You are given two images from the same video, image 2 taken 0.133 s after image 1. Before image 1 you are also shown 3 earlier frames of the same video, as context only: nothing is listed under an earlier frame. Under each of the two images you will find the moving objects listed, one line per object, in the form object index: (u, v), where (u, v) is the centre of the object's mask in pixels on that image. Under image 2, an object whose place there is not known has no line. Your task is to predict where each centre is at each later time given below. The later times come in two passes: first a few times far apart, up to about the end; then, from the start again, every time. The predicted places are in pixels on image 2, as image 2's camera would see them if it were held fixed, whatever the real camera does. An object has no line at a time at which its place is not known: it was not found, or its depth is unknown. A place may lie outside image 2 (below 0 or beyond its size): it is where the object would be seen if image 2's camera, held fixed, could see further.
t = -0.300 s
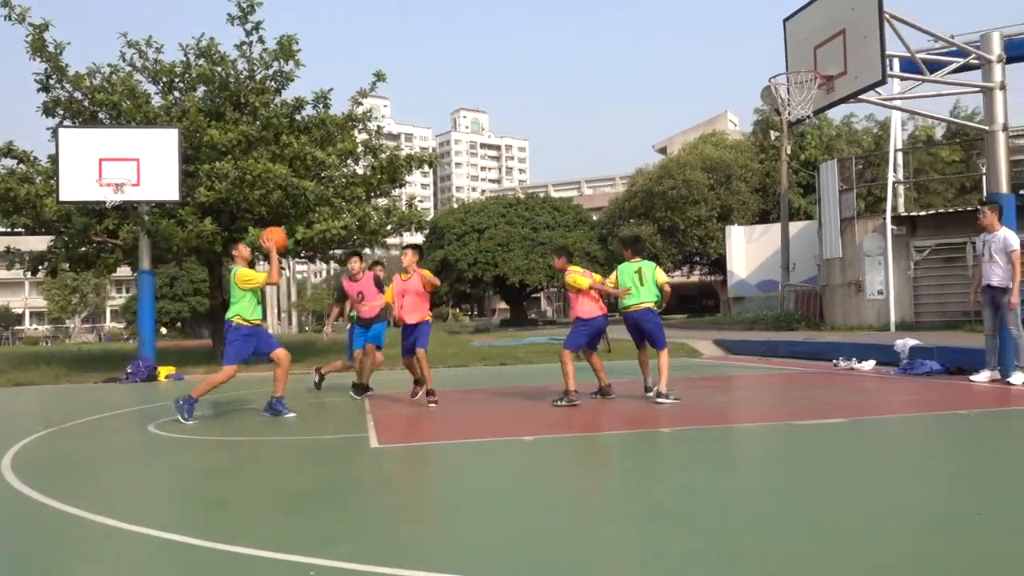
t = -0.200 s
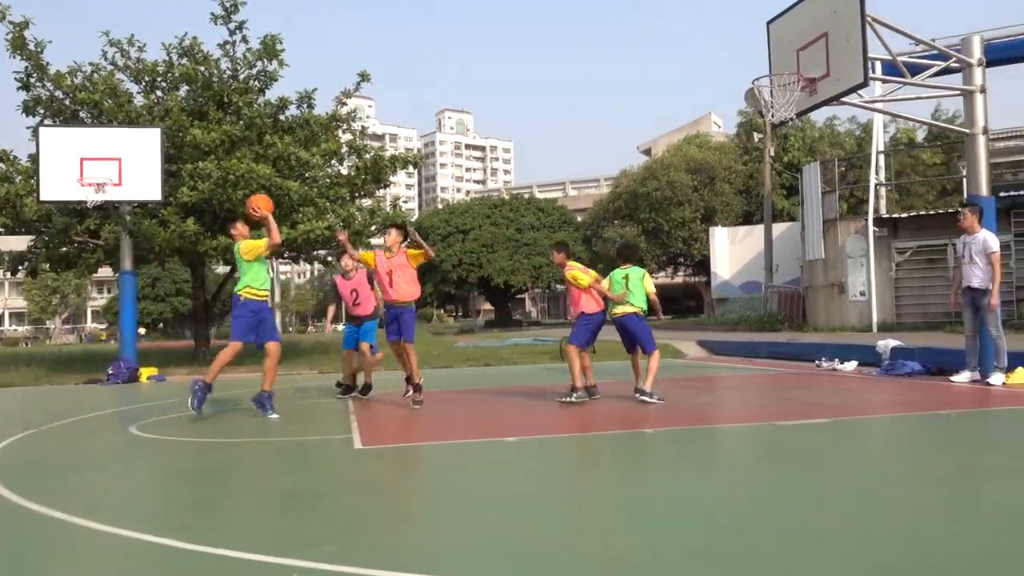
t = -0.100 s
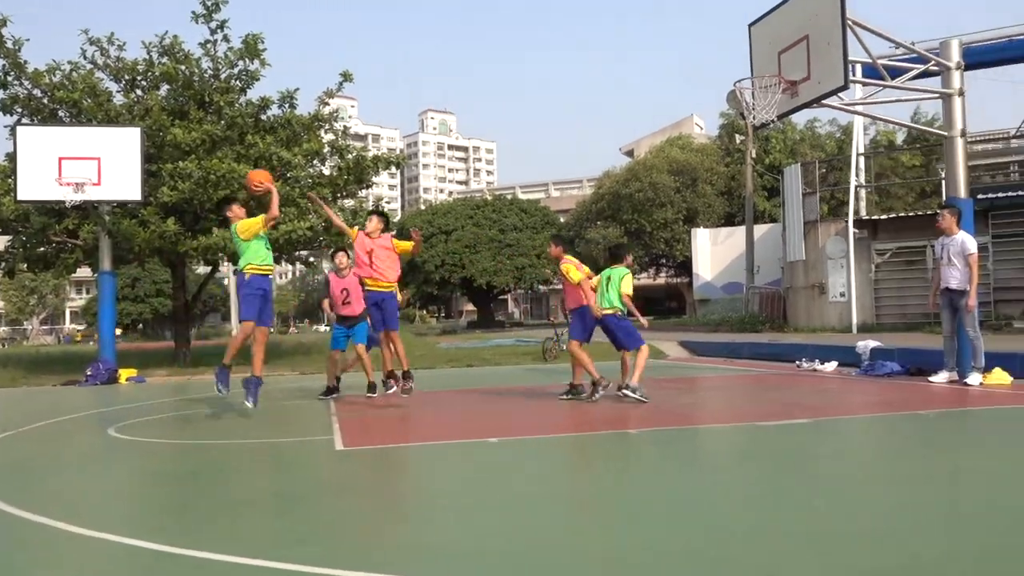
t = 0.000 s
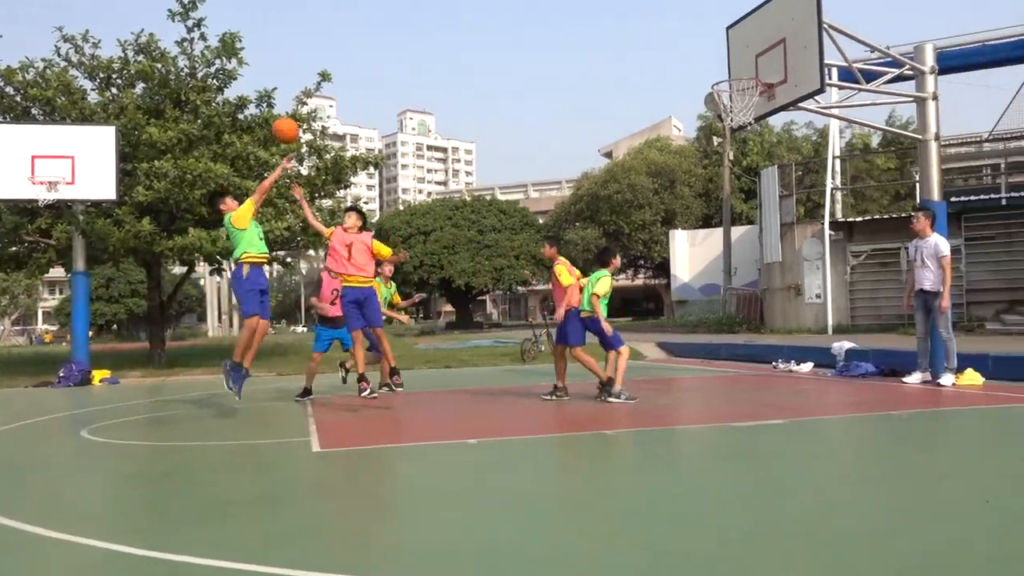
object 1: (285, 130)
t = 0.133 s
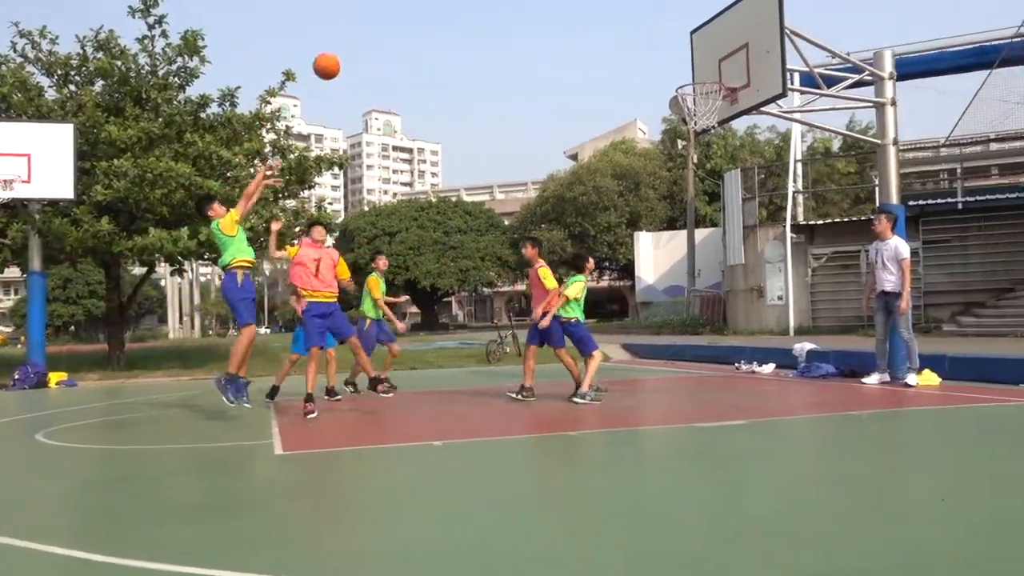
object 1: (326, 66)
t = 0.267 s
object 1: (400, 24)
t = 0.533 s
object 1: (539, 2)
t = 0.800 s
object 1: (668, 45)
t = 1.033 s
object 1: (747, 33)
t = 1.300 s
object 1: (748, 3)
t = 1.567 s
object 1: (735, 47)
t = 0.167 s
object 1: (345, 54)
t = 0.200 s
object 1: (364, 43)
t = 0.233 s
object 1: (382, 33)
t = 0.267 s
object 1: (400, 24)
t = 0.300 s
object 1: (419, 17)
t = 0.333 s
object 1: (436, 11)
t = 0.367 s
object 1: (454, 8)
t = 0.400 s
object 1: (471, 6)
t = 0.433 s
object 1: (489, 4)
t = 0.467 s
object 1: (505, 3)
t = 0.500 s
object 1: (522, 2)
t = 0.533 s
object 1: (539, 2)
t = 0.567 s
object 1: (556, 3)
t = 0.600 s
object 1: (572, 4)
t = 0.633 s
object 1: (588, 8)
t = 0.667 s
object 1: (605, 13)
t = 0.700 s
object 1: (620, 19)
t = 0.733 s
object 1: (636, 27)
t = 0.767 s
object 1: (652, 36)
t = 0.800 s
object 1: (668, 45)
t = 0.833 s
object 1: (683, 56)
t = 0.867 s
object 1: (699, 67)
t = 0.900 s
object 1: (709, 65)
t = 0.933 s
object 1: (718, 55)
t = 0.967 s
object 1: (727, 47)
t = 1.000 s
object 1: (737, 39)
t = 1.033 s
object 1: (747, 33)
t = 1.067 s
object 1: (757, 27)
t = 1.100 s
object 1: (759, 21)
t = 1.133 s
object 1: (757, 15)
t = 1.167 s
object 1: (755, 11)
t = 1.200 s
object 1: (753, 7)
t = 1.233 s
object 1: (752, 4)
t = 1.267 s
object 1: (750, 3)
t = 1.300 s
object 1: (748, 3)
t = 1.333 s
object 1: (747, 4)
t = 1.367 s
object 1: (745, 6)
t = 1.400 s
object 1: (743, 10)
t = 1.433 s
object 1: (742, 14)
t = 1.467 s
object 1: (740, 21)
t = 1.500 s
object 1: (738, 28)
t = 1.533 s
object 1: (737, 37)
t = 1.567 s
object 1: (735, 47)
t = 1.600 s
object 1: (734, 60)
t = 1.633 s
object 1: (733, 74)
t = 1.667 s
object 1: (731, 89)
